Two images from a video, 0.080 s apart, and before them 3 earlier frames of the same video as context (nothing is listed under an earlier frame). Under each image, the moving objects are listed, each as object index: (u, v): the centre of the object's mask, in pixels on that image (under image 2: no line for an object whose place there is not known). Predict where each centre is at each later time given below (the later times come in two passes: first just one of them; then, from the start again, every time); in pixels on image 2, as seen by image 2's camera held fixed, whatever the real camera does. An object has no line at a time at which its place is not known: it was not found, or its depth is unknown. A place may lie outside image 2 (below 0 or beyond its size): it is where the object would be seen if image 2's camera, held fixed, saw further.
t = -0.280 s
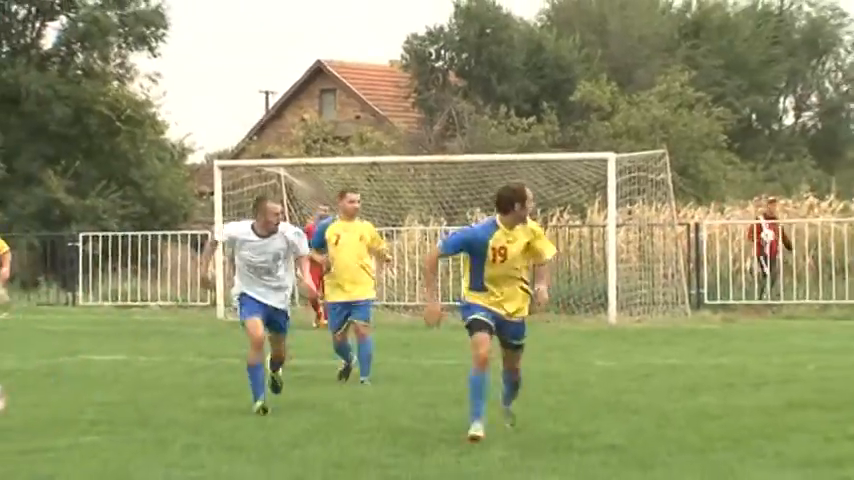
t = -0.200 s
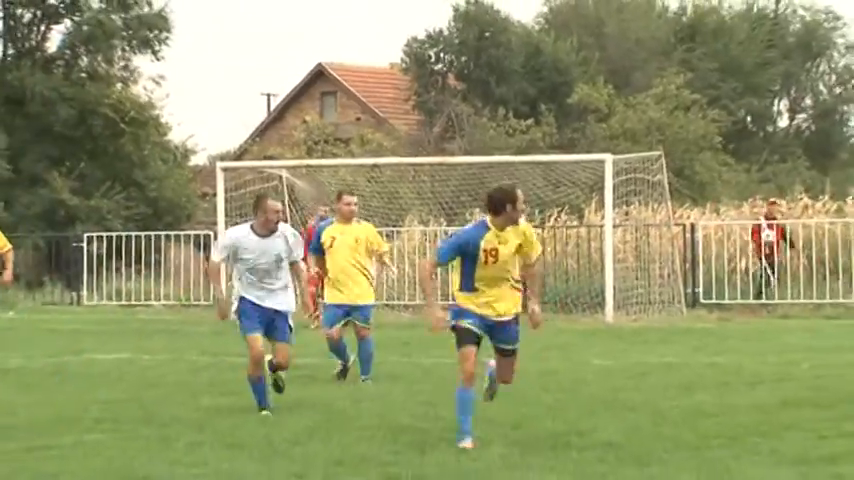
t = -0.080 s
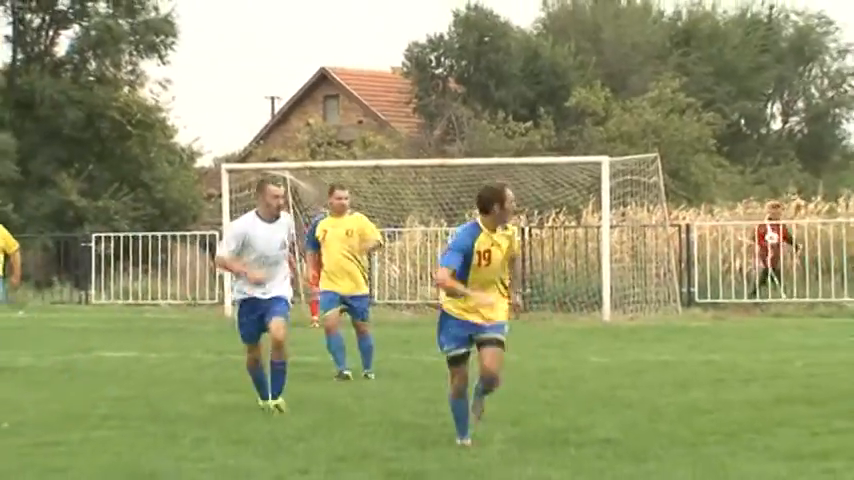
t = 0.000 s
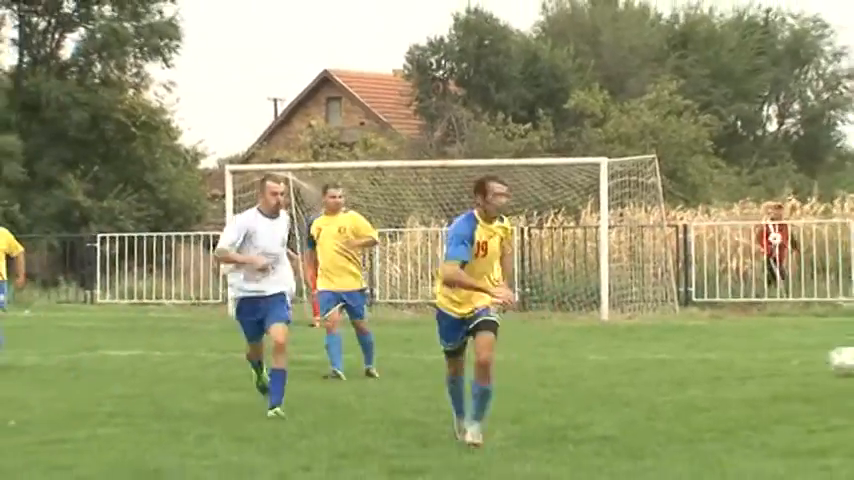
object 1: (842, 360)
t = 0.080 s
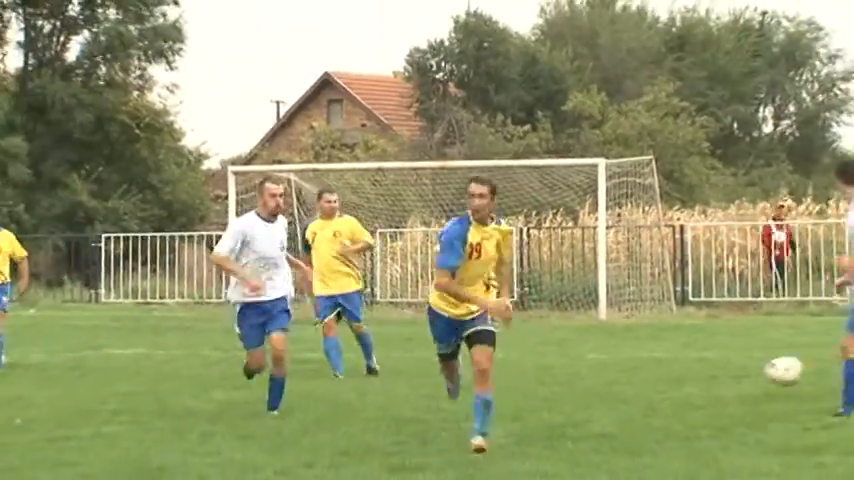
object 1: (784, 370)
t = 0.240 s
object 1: (698, 387)
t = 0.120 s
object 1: (754, 377)
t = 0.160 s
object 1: (727, 386)
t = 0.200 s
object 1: (708, 390)
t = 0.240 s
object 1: (698, 387)
